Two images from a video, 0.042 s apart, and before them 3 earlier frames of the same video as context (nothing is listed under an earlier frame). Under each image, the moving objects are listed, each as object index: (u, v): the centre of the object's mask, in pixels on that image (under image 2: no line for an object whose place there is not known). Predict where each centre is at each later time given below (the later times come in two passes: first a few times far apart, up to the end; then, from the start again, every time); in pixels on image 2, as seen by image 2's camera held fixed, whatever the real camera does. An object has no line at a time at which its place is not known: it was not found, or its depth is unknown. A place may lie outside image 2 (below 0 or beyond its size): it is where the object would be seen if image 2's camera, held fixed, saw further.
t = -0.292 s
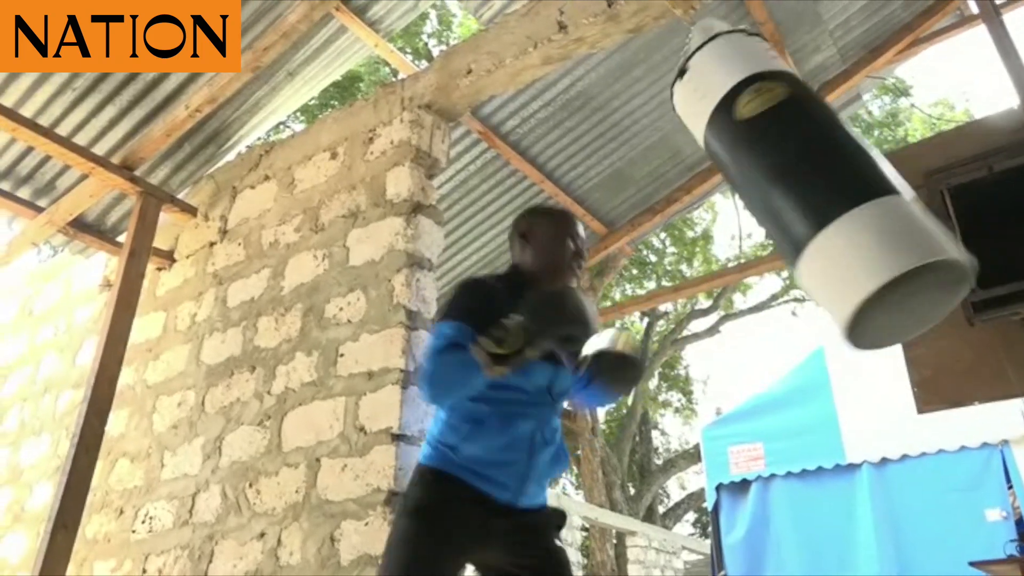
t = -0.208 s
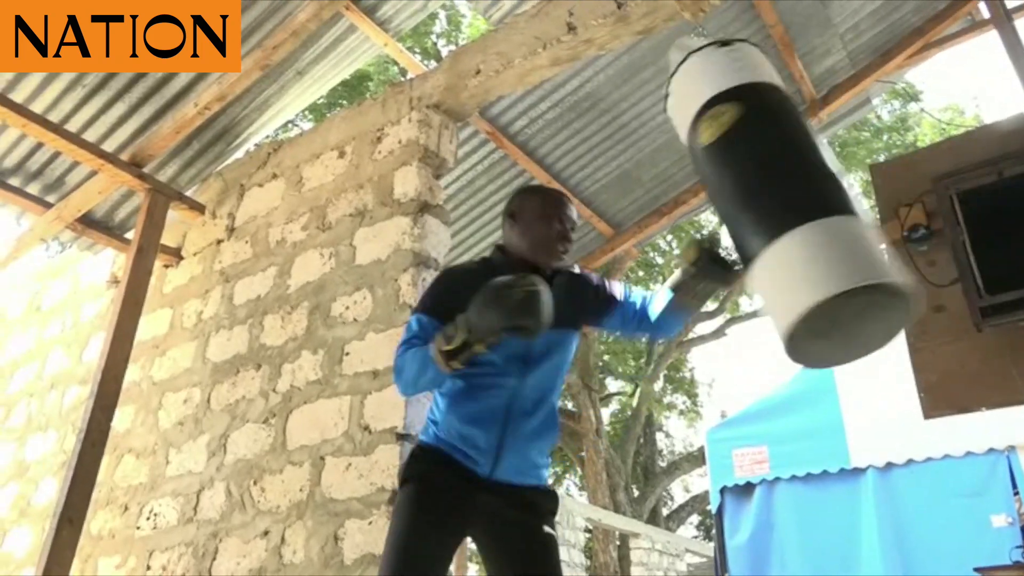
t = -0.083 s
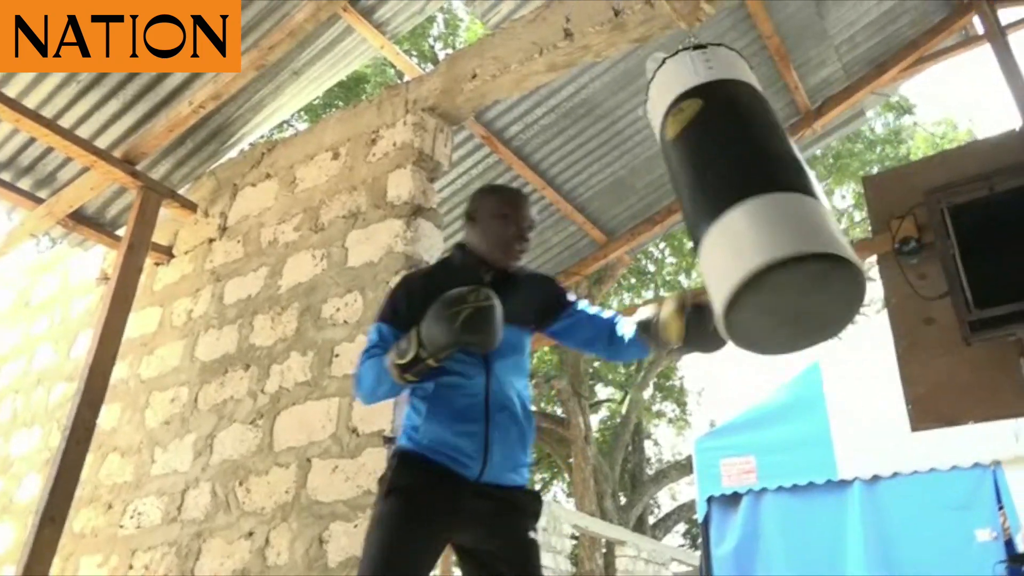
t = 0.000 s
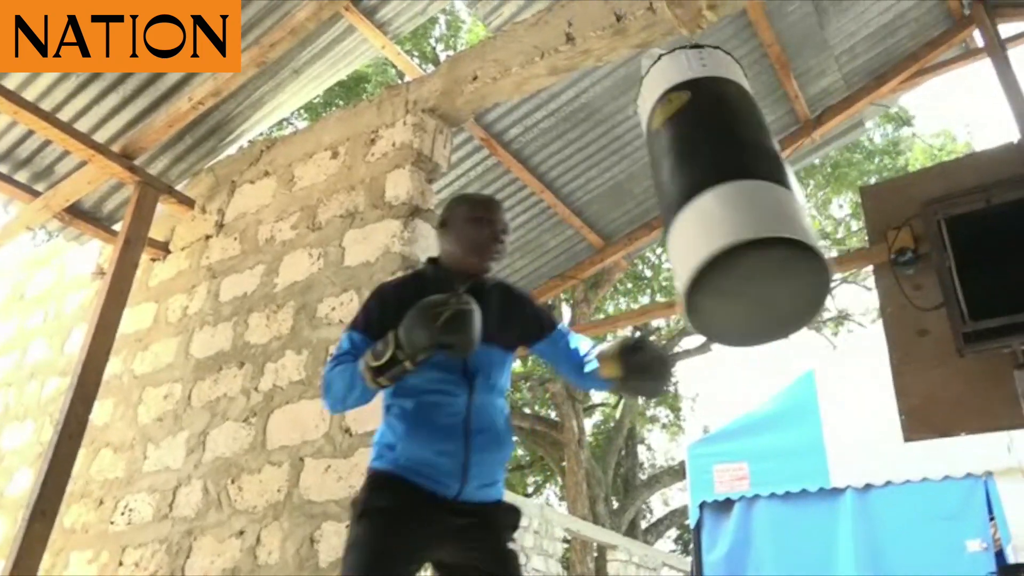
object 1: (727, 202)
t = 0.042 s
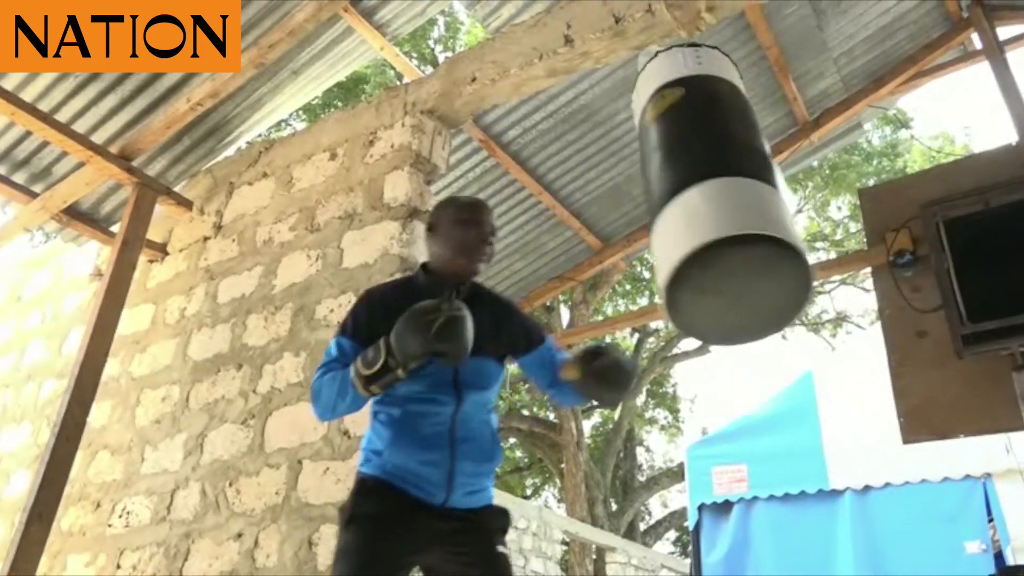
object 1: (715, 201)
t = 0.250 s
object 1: (664, 206)
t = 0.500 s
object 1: (640, 245)
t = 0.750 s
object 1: (660, 278)
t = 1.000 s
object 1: (698, 286)
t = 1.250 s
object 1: (734, 279)
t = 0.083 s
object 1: (704, 199)
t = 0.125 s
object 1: (693, 199)
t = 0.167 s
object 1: (682, 199)
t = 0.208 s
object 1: (673, 202)
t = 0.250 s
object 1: (664, 206)
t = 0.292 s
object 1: (656, 211)
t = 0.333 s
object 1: (650, 216)
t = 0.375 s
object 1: (647, 223)
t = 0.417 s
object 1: (644, 231)
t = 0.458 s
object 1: (641, 239)
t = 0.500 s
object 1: (640, 245)
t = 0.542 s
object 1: (641, 251)
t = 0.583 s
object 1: (643, 263)
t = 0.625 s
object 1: (647, 269)
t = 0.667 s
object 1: (651, 273)
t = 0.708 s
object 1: (656, 276)
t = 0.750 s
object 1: (660, 278)
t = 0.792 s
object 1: (667, 280)
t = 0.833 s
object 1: (673, 283)
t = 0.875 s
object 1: (680, 284)
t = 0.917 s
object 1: (686, 286)
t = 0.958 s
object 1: (692, 286)
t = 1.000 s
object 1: (698, 286)
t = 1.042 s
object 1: (704, 285)
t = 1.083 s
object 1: (710, 285)
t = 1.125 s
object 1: (717, 285)
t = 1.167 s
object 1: (725, 284)
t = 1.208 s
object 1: (729, 282)
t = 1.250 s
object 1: (734, 279)
